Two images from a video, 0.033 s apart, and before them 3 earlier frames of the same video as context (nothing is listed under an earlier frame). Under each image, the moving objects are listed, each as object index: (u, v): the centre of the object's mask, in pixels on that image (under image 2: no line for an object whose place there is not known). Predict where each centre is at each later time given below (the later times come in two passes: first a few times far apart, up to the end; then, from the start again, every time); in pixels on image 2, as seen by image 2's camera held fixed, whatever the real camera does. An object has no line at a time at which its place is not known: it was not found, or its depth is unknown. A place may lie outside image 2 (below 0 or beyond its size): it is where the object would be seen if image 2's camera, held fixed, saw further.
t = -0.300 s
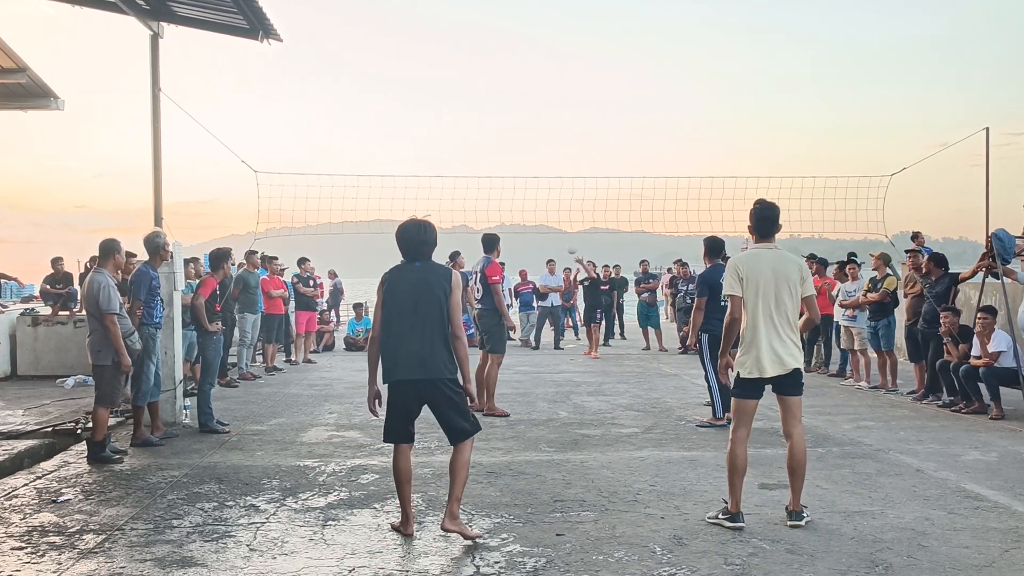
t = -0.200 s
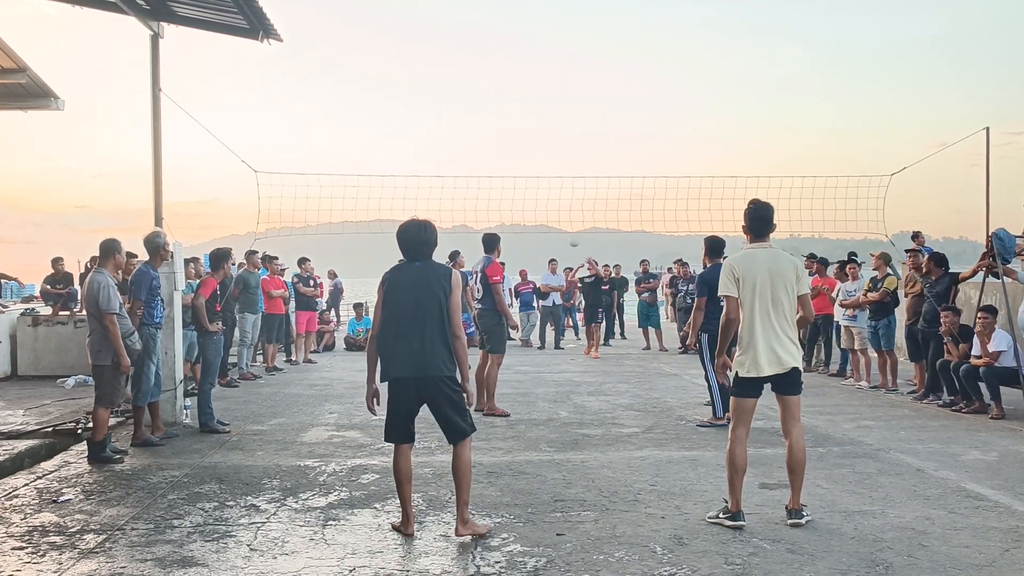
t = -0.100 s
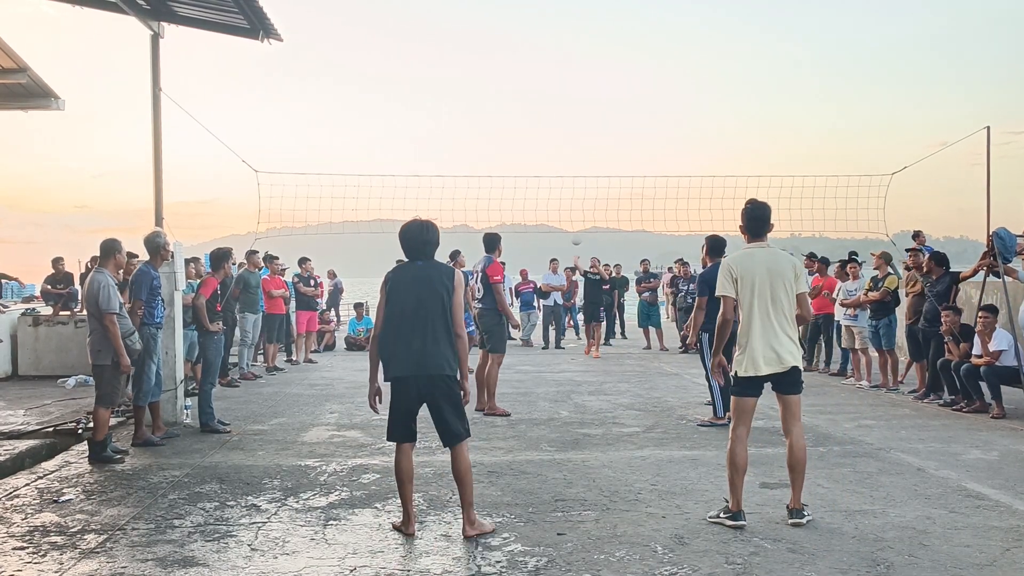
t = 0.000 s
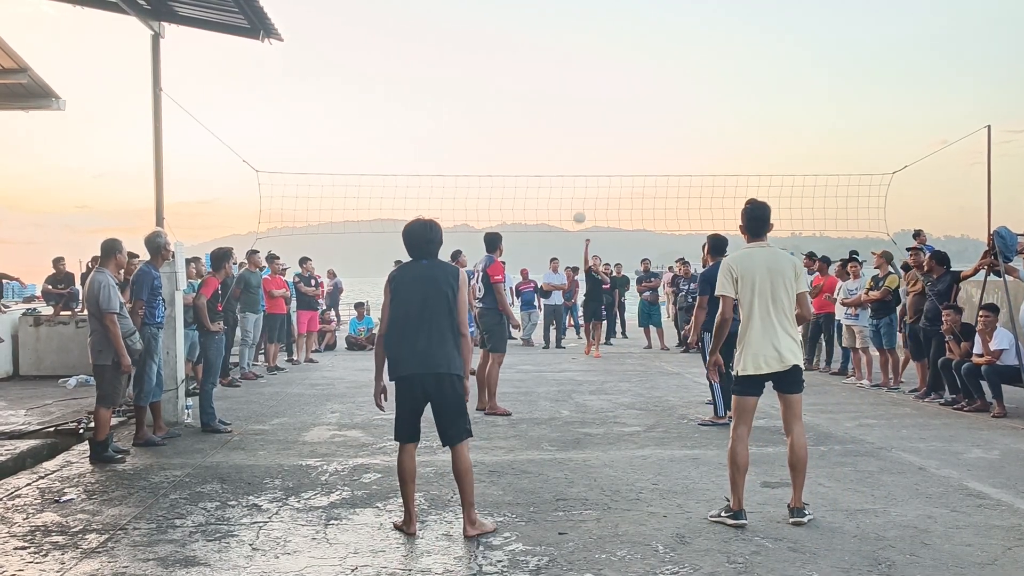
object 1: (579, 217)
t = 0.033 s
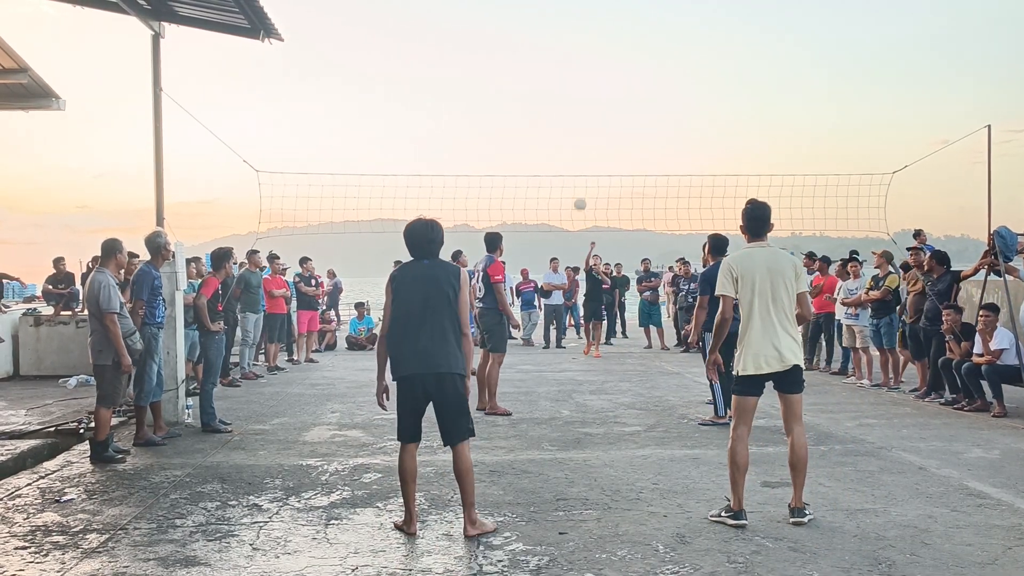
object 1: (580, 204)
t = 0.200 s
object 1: (582, 141)
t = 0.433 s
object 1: (583, 68)
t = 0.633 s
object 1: (585, 26)
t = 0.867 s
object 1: (585, 14)
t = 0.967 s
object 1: (586, 29)
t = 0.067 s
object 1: (580, 191)
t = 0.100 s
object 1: (581, 178)
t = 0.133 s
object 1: (581, 166)
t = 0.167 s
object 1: (582, 153)
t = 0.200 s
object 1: (582, 141)
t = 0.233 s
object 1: (582, 129)
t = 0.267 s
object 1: (582, 118)
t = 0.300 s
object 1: (583, 107)
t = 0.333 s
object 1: (583, 97)
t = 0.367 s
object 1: (583, 87)
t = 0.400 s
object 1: (583, 77)
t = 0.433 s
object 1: (583, 68)
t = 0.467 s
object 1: (583, 59)
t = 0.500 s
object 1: (584, 51)
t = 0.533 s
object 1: (584, 44)
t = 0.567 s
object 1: (584, 37)
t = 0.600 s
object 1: (584, 31)
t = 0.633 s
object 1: (585, 26)
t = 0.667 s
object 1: (585, 21)
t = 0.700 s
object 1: (585, 17)
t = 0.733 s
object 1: (585, 14)
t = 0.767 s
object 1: (585, 12)
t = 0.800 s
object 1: (585, 12)
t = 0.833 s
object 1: (585, 13)
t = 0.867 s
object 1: (585, 14)
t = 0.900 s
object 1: (586, 18)
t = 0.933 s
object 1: (586, 22)
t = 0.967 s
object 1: (586, 29)
